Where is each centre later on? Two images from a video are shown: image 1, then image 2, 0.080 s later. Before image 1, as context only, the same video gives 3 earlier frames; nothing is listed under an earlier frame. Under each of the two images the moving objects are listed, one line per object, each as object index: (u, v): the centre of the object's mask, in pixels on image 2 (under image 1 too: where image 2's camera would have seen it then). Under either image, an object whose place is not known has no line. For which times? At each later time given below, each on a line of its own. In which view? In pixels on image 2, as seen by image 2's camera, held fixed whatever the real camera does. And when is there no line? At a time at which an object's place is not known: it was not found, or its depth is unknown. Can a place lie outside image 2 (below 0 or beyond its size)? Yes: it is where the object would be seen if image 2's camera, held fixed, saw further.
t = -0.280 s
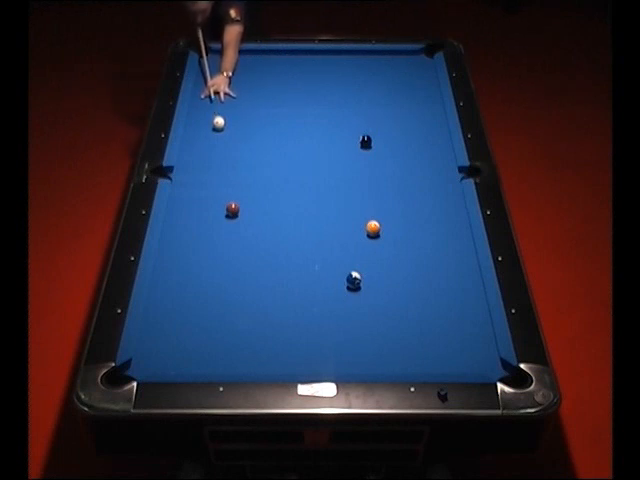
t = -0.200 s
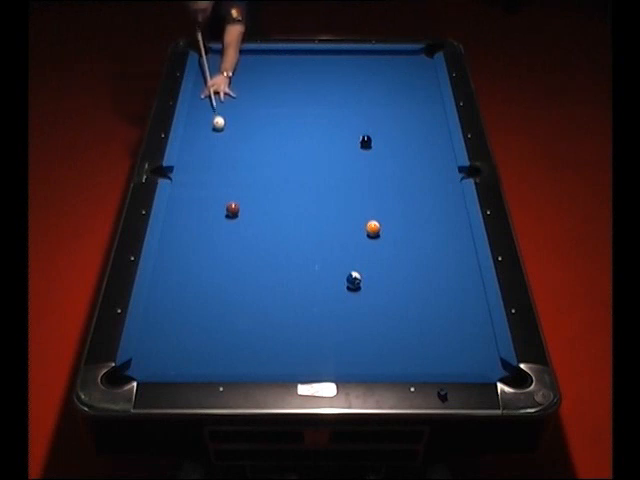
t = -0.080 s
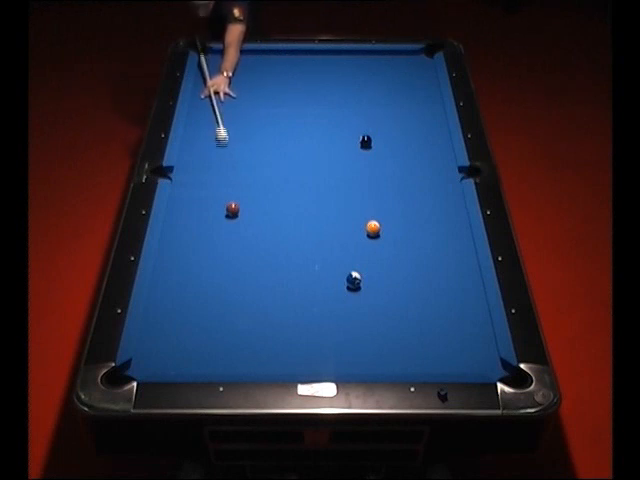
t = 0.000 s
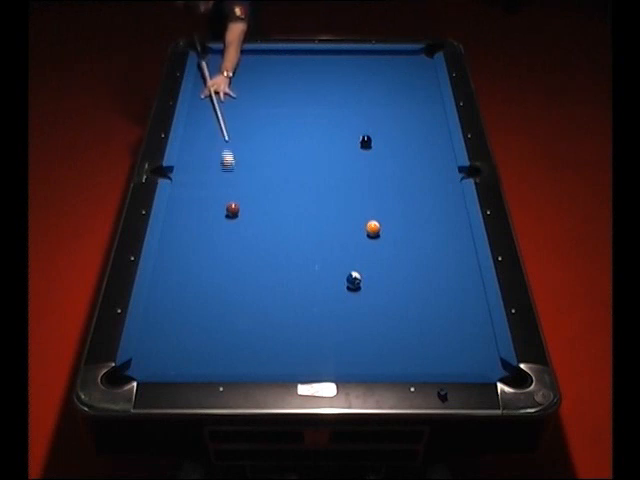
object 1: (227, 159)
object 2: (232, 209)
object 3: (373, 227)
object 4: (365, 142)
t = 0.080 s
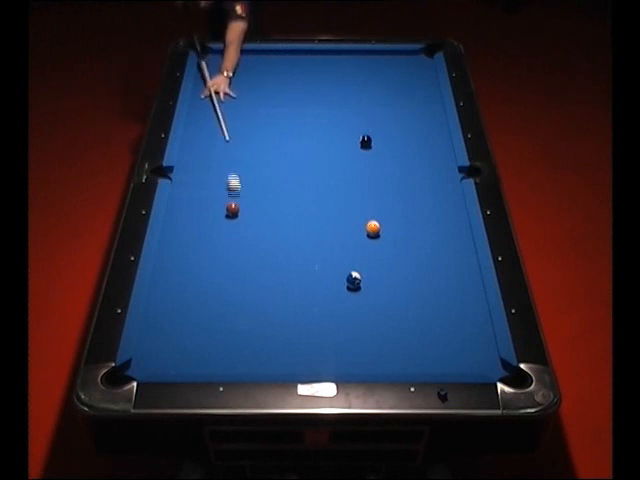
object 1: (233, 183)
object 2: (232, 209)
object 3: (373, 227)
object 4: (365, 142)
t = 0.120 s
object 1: (237, 195)
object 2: (232, 209)
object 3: (373, 227)
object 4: (365, 142)
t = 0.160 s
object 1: (244, 203)
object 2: (228, 214)
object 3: (373, 227)
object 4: (365, 142)
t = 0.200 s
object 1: (254, 205)
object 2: (220, 224)
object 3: (373, 227)
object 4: (365, 142)
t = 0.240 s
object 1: (263, 207)
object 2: (213, 233)
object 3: (373, 227)
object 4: (365, 142)
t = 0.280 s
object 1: (273, 209)
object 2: (205, 243)
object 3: (373, 228)
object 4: (365, 142)
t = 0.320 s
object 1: (281, 211)
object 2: (198, 253)
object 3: (373, 228)
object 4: (365, 142)
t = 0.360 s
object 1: (289, 212)
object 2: (191, 262)
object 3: (373, 227)
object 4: (365, 142)
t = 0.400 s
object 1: (296, 213)
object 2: (184, 270)
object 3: (373, 227)
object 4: (365, 142)
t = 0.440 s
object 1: (304, 213)
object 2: (177, 279)
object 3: (373, 228)
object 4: (365, 142)
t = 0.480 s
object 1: (311, 214)
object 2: (169, 287)
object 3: (373, 228)
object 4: (365, 142)
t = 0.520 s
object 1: (318, 215)
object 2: (163, 296)
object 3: (373, 228)
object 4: (365, 142)
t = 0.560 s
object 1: (325, 215)
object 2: (155, 307)
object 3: (373, 228)
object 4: (365, 142)
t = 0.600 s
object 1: (332, 216)
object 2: (150, 316)
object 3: (373, 228)
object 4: (365, 142)
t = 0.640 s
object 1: (339, 217)
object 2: (151, 324)
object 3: (373, 228)
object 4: (365, 142)
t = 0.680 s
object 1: (346, 218)
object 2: (153, 332)
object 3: (373, 228)
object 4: (365, 142)
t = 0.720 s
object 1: (353, 219)
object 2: (154, 342)
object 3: (373, 228)
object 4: (365, 142)
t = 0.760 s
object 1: (360, 219)
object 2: (156, 349)
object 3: (373, 228)
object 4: (365, 142)
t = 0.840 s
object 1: (373, 217)
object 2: (159, 365)
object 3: (374, 229)
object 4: (365, 142)
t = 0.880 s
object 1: (380, 217)
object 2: (163, 363)
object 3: (374, 231)
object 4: (365, 142)
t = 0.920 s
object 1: (385, 218)
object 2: (167, 358)
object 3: (375, 232)
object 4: (365, 142)
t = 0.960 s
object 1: (391, 218)
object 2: (172, 353)
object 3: (376, 234)
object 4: (365, 142)
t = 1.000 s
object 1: (397, 217)
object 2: (176, 349)
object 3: (377, 235)
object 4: (365, 142)
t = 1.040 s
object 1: (403, 216)
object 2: (179, 344)
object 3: (377, 236)
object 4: (365, 142)
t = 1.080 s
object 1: (409, 216)
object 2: (183, 339)
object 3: (378, 238)
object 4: (365, 142)
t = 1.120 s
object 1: (414, 215)
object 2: (187, 335)
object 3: (378, 239)
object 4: (365, 142)
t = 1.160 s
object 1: (420, 214)
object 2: (191, 331)
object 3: (379, 240)
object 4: (365, 142)
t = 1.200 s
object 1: (426, 214)
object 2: (194, 327)
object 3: (380, 241)
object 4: (365, 142)
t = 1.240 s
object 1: (431, 213)
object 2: (198, 323)
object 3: (380, 242)
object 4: (365, 142)
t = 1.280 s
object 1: (437, 212)
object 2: (202, 320)
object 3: (381, 243)
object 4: (365, 142)
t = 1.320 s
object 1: (443, 212)
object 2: (206, 315)
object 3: (382, 244)
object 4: (365, 142)
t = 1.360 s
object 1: (448, 212)
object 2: (209, 311)
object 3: (383, 246)
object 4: (365, 142)
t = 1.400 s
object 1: (454, 211)
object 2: (213, 307)
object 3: (383, 247)
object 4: (365, 142)
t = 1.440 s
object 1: (459, 210)
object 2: (216, 303)
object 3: (383, 248)
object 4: (365, 142)
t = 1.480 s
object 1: (457, 209)
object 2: (219, 300)
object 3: (384, 250)
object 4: (365, 142)
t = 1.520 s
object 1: (453, 207)
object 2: (223, 297)
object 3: (385, 251)
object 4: (365, 142)
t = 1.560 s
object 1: (450, 206)
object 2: (226, 293)
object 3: (385, 252)
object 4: (365, 142)
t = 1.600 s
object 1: (447, 204)
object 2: (229, 290)
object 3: (386, 253)
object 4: (365, 142)
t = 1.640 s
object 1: (445, 203)
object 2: (233, 285)
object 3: (386, 254)
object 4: (365, 142)
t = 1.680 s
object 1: (442, 201)
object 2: (236, 282)
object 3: (387, 255)
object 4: (365, 142)
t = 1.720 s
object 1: (439, 200)
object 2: (238, 279)
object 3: (388, 256)
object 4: (365, 142)
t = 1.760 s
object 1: (436, 199)
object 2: (241, 276)
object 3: (388, 257)
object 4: (365, 142)
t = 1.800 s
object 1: (433, 197)
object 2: (244, 273)
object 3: (389, 258)
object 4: (365, 142)
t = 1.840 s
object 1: (431, 196)
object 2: (247, 270)
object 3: (389, 259)
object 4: (365, 142)
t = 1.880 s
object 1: (428, 195)
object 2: (250, 266)
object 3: (390, 260)
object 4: (365, 142)
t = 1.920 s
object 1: (425, 194)
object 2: (253, 263)
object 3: (390, 261)
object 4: (365, 142)
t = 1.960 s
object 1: (423, 192)
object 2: (256, 260)
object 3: (391, 262)
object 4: (365, 142)
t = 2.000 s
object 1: (420, 191)
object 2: (259, 258)
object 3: (391, 263)
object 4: (365, 142)
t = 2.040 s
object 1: (418, 190)
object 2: (261, 255)
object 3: (392, 264)
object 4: (365, 142)
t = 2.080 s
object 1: (415, 189)
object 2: (264, 252)
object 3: (392, 265)
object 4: (365, 142)
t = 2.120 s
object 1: (413, 188)
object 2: (267, 249)
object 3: (393, 265)
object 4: (365, 142)
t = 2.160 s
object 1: (410, 186)
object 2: (269, 246)
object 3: (393, 265)
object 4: (365, 142)
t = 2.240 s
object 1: (405, 184)
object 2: (275, 240)
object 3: (394, 267)
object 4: (365, 142)
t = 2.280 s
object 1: (403, 183)
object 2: (277, 238)
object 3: (394, 268)
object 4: (365, 142)
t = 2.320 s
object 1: (401, 182)
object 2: (279, 235)
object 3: (395, 269)
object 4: (365, 142)
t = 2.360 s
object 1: (399, 181)
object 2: (282, 233)
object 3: (395, 270)
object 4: (365, 142)
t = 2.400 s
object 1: (396, 180)
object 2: (284, 230)
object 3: (396, 270)
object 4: (365, 142)
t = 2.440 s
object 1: (394, 179)
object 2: (287, 228)
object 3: (396, 271)
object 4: (365, 142)
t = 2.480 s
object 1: (392, 178)
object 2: (289, 225)
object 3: (396, 272)
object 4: (365, 142)
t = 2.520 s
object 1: (390, 177)
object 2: (292, 222)
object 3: (396, 273)
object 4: (365, 142)
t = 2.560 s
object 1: (387, 176)
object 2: (294, 220)
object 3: (397, 274)
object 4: (365, 142)
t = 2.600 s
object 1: (385, 175)
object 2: (296, 218)
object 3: (397, 274)
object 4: (365, 142)
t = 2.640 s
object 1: (383, 174)
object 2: (298, 216)
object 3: (397, 275)
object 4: (365, 142)
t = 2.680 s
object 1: (381, 173)
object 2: (300, 213)
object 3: (398, 276)
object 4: (365, 142)
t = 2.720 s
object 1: (379, 172)
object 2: (302, 211)
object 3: (398, 276)
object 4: (365, 142)
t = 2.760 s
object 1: (377, 171)
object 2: (304, 209)
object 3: (398, 277)
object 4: (365, 142)
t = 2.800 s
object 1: (375, 170)
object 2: (306, 207)
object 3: (398, 277)
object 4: (365, 142)
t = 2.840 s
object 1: (374, 169)
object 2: (308, 205)
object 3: (398, 278)
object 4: (365, 142)
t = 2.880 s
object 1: (371, 168)
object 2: (311, 202)
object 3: (399, 279)
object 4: (365, 142)
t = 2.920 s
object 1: (369, 168)
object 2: (313, 200)
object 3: (399, 279)
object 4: (365, 142)
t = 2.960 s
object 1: (367, 167)
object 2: (315, 198)
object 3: (399, 279)
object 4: (365, 142)
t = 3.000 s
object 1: (366, 166)
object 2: (316, 196)
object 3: (399, 280)
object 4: (365, 142)
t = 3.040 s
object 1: (364, 165)
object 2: (318, 194)
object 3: (399, 280)
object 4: (365, 142)
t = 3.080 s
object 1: (362, 164)
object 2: (320, 192)
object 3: (400, 281)
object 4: (365, 142)
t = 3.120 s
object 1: (360, 163)
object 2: (322, 190)
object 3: (400, 281)
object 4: (365, 142)
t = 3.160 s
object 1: (359, 162)
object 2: (324, 188)
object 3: (400, 281)
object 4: (365, 142)
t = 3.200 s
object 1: (357, 162)
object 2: (326, 186)
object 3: (400, 282)
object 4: (365, 142)
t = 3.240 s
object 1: (355, 161)
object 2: (328, 184)
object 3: (400, 282)
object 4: (365, 142)
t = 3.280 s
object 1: (353, 160)
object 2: (329, 182)
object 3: (400, 282)
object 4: (365, 142)
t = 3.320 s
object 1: (352, 159)
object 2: (331, 180)
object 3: (400, 283)
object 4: (365, 142)
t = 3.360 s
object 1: (350, 159)
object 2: (333, 178)
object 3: (400, 283)
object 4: (365, 142)
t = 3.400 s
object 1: (349, 158)
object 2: (335, 177)
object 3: (400, 283)
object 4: (365, 142)
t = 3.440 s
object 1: (347, 157)
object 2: (336, 175)
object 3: (400, 283)
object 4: (365, 142)
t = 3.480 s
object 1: (345, 156)
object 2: (338, 174)
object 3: (401, 284)
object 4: (365, 142)
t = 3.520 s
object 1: (344, 155)
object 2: (340, 171)
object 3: (401, 284)
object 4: (365, 142)
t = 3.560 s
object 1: (342, 154)
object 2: (341, 170)
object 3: (401, 284)
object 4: (365, 142)
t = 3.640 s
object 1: (339, 153)
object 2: (345, 166)
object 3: (400, 284)
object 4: (365, 142)
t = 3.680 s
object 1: (338, 153)
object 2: (346, 165)
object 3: (400, 284)
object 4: (365, 142)
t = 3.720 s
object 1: (337, 152)
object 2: (347, 163)
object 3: (401, 285)
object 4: (365, 142)
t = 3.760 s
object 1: (335, 152)
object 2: (349, 162)
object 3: (401, 285)
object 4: (365, 142)
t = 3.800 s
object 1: (334, 151)
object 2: (351, 160)
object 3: (401, 285)
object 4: (365, 142)
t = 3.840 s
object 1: (332, 150)
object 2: (352, 159)
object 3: (401, 285)
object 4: (365, 142)
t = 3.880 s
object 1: (331, 150)
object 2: (353, 158)
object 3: (401, 285)
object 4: (365, 142)
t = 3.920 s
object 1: (329, 149)
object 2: (355, 156)
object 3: (401, 285)
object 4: (365, 142)
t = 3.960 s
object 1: (329, 149)
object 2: (356, 154)
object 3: (401, 285)
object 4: (365, 142)
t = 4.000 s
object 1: (327, 148)
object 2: (358, 153)
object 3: (401, 285)
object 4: (366, 141)
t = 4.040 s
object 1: (326, 148)
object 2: (359, 151)
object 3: (401, 285)
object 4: (366, 141)
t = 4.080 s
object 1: (325, 147)
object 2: (361, 150)
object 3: (401, 285)
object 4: (366, 141)
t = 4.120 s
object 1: (323, 147)
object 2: (362, 149)
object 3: (401, 285)
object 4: (366, 140)
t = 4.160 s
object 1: (322, 146)
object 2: (363, 147)
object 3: (401, 285)
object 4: (366, 139)
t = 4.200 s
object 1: (321, 146)
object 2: (363, 147)
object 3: (401, 285)
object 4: (367, 138)
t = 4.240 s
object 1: (320, 145)
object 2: (364, 147)
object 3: (401, 285)
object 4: (367, 138)
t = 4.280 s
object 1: (319, 145)
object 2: (365, 146)
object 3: (401, 285)
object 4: (367, 137)
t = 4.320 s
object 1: (318, 144)
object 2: (366, 146)
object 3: (401, 285)
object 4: (368, 136)
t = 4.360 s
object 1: (317, 144)
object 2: (366, 146)
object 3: (401, 285)
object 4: (368, 135)
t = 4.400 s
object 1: (316, 143)
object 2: (367, 146)
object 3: (401, 285)
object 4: (369, 135)
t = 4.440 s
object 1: (315, 143)
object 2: (368, 145)
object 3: (401, 285)
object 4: (369, 134)
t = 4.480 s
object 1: (314, 142)
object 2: (368, 145)
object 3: (401, 285)
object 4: (369, 134)
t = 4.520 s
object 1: (313, 142)
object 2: (369, 145)
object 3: (401, 285)
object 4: (370, 133)
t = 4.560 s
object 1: (312, 141)
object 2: (369, 145)
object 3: (401, 285)
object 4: (370, 132)
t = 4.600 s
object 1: (311, 141)
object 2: (370, 145)
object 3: (401, 285)
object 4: (370, 132)
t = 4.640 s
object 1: (310, 141)
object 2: (370, 145)
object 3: (401, 285)
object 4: (371, 132)
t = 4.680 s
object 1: (309, 140)
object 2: (371, 145)
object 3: (401, 285)
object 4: (371, 131)
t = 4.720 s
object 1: (308, 140)
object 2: (371, 145)
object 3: (401, 285)
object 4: (371, 130)
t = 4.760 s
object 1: (307, 140)
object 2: (371, 144)
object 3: (401, 285)
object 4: (372, 130)
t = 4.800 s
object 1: (307, 139)
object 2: (371, 144)
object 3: (401, 285)
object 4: (372, 129)
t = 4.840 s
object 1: (306, 139)
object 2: (372, 144)
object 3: (401, 285)
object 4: (372, 129)
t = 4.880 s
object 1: (305, 139)
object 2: (372, 144)
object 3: (401, 285)
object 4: (373, 128)
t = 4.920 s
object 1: (304, 138)
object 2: (372, 144)
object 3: (401, 285)
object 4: (373, 127)
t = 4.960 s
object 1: (303, 138)
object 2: (373, 144)
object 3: (401, 285)
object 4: (373, 127)
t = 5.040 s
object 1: (302, 137)
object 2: (373, 144)
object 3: (401, 285)
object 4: (374, 126)
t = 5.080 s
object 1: (301, 137)
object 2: (373, 144)
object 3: (401, 285)
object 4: (374, 125)
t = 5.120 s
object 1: (300, 137)
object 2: (374, 144)
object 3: (401, 285)
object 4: (374, 125)
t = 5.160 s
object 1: (300, 136)
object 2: (374, 144)
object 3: (401, 285)
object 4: (374, 124)
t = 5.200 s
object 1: (299, 136)
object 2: (374, 144)
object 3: (401, 285)
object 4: (375, 124)
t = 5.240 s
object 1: (299, 136)
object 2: (374, 144)
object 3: (401, 285)
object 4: (375, 123)
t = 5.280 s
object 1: (298, 136)
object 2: (374, 144)
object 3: (401, 285)
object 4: (375, 123)
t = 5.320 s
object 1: (297, 135)
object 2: (374, 144)
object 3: (401, 285)
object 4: (376, 122)
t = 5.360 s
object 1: (297, 135)
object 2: (374, 144)
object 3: (401, 285)
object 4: (376, 122)
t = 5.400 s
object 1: (296, 135)
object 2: (374, 144)
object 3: (401, 285)
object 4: (376, 121)
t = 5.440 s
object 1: (296, 135)
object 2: (374, 144)
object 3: (401, 285)
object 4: (376, 121)
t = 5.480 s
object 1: (295, 134)
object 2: (374, 144)
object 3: (401, 285)
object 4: (376, 120)
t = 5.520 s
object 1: (295, 134)
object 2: (374, 144)
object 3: (401, 285)
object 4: (377, 120)
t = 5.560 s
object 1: (295, 134)
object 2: (374, 144)
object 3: (401, 285)
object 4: (377, 119)
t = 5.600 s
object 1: (294, 134)
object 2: (374, 144)
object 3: (401, 285)
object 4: (377, 119)
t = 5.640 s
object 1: (294, 134)
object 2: (374, 144)
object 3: (401, 285)
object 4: (377, 119)
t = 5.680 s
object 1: (294, 134)
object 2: (374, 144)
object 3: (401, 285)
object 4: (377, 119)
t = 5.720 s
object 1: (293, 134)
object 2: (374, 144)
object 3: (401, 285)
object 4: (378, 118)
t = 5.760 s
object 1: (293, 133)
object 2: (374, 144)
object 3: (401, 285)
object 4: (378, 118)
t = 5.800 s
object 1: (292, 133)
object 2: (374, 144)
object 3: (401, 285)
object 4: (378, 118)
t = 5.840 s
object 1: (292, 133)
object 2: (374, 144)
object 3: (401, 285)
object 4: (378, 117)
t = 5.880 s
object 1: (292, 133)
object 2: (374, 144)
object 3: (401, 285)
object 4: (378, 117)
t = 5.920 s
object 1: (291, 133)
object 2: (374, 144)
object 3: (401, 285)
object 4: (378, 117)
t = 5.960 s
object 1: (291, 133)
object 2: (374, 144)
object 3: (401, 285)
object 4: (379, 117)
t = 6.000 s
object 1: (291, 132)
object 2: (374, 144)
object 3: (401, 285)
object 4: (379, 116)
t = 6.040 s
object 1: (291, 132)
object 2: (374, 144)
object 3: (401, 285)
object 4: (379, 116)
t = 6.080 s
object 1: (291, 132)
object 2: (374, 144)
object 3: (401, 285)
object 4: (379, 116)
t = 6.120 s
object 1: (291, 132)
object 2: (374, 144)
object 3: (401, 285)
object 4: (379, 116)
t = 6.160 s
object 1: (291, 132)
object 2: (374, 144)
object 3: (401, 285)
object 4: (379, 115)
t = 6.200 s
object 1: (290, 132)
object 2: (374, 144)
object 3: (401, 285)
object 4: (379, 115)
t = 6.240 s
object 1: (290, 132)
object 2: (374, 144)
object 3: (401, 285)
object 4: (379, 115)
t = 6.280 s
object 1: (290, 132)
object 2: (374, 144)
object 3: (401, 285)
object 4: (379, 115)
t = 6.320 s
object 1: (290, 132)
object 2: (374, 144)
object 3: (401, 285)
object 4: (379, 114)
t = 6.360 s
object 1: (290, 132)
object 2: (374, 144)
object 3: (401, 285)
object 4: (380, 115)
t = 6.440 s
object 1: (290, 132)
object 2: (374, 145)
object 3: (401, 285)
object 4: (380, 114)
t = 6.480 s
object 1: (290, 132)
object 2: (374, 144)
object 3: (401, 285)
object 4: (380, 114)
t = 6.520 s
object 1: (290, 132)
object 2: (374, 144)
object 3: (401, 285)
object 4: (380, 114)
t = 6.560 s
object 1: (290, 132)
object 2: (374, 145)
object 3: (401, 285)
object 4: (380, 113)
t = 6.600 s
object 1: (290, 132)
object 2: (374, 144)
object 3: (401, 285)
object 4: (380, 113)
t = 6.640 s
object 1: (290, 132)
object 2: (374, 144)
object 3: (401, 285)
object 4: (380, 114)
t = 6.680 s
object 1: (290, 132)
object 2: (374, 144)
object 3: (401, 285)
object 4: (380, 113)
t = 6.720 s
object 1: (290, 132)
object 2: (374, 144)
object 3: (401, 285)
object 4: (380, 113)
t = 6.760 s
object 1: (290, 132)
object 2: (374, 144)
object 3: (401, 285)
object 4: (380, 113)
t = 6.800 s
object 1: (290, 132)
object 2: (374, 144)
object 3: (401, 285)
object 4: (380, 113)
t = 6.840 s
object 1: (290, 132)
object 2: (374, 145)
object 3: (401, 285)
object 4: (380, 113)
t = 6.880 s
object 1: (290, 132)
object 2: (374, 144)
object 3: (401, 285)
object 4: (380, 113)
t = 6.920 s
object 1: (290, 132)
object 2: (374, 144)
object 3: (401, 285)
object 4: (380, 113)
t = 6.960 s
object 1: (290, 132)
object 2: (374, 144)
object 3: (401, 285)
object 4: (380, 113)
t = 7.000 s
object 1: (290, 132)
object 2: (374, 144)
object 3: (401, 285)
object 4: (380, 113)
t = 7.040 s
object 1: (290, 132)
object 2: (374, 144)
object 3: (401, 285)
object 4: (380, 113)
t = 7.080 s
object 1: (290, 132)
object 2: (374, 144)
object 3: (401, 285)
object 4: (380, 113)
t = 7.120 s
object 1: (290, 132)
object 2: (374, 145)
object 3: (401, 285)
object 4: (380, 113)
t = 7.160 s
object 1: (290, 132)
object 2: (374, 144)
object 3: (401, 285)
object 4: (380, 113)
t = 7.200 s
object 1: (290, 132)
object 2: (374, 145)
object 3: (401, 285)
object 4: (380, 113)
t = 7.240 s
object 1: (290, 132)
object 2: (374, 145)
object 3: (401, 285)
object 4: (380, 113)
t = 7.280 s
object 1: (290, 132)
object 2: (374, 144)
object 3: (401, 285)
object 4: (380, 113)
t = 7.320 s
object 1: (290, 132)
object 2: (374, 145)
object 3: (401, 285)
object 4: (380, 113)
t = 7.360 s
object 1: (290, 132)
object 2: (374, 145)
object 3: (401, 285)
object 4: (380, 113)
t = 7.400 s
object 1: (290, 132)
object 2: (374, 145)
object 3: (401, 285)
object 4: (380, 113)
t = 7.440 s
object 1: (290, 132)
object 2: (374, 145)
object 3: (401, 285)
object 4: (380, 113)
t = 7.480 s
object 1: (290, 132)
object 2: (374, 145)
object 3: (401, 285)
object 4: (380, 113)
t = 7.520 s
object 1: (290, 132)
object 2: (374, 145)
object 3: (401, 285)
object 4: (380, 113)
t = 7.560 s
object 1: (290, 132)
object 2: (374, 144)
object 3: (401, 285)
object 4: (380, 113)
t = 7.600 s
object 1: (290, 132)
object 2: (374, 144)
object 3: (401, 285)
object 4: (380, 113)
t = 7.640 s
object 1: (290, 132)
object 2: (374, 145)
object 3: (401, 285)
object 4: (380, 113)
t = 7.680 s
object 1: (290, 132)
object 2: (374, 145)
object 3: (401, 285)
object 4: (380, 113)
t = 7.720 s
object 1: (290, 132)
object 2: (374, 145)
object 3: (401, 285)
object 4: (380, 113)
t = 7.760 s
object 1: (290, 132)
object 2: (374, 144)
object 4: (380, 113)
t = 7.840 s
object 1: (290, 132)
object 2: (374, 144)
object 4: (380, 113)
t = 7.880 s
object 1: (290, 132)
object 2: (374, 145)
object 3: (402, 282)
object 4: (380, 113)
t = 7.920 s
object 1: (290, 132)
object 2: (374, 145)
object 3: (401, 284)
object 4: (380, 113)
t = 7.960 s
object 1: (290, 132)
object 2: (374, 144)
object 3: (401, 285)
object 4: (380, 113)
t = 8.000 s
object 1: (290, 132)
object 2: (374, 144)
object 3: (401, 285)
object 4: (380, 113)
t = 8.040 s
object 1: (290, 132)
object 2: (374, 144)
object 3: (401, 285)
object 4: (380, 113)
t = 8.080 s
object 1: (290, 132)
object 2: (374, 145)
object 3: (401, 285)
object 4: (380, 113)
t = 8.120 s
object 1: (290, 132)
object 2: (374, 145)
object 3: (401, 285)
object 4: (380, 113)
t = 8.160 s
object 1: (290, 132)
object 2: (374, 144)
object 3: (401, 285)
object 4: (380, 113)
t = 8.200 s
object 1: (290, 132)
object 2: (374, 144)
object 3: (401, 285)
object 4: (380, 113)
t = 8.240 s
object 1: (290, 132)
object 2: (374, 144)
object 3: (401, 285)
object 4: (380, 113)
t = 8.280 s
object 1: (290, 132)
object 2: (374, 144)
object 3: (401, 285)
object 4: (380, 113)
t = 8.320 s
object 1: (290, 132)
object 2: (374, 144)
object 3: (401, 285)
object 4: (380, 113)
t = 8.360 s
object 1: (290, 132)
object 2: (374, 144)
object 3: (401, 285)
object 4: (380, 113)
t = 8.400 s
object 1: (290, 132)
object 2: (374, 144)
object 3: (401, 285)
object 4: (379, 113)
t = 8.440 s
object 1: (290, 132)
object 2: (374, 144)
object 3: (401, 285)
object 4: (379, 113)
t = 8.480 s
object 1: (290, 132)
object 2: (374, 144)
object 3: (401, 285)
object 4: (379, 113)
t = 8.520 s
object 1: (290, 132)
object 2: (374, 144)
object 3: (401, 285)
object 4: (379, 113)
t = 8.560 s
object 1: (290, 132)
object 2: (374, 144)
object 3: (401, 285)
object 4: (379, 113)
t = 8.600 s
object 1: (290, 132)
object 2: (374, 144)
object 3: (401, 285)
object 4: (379, 113)
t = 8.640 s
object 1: (290, 132)
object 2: (374, 144)
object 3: (401, 285)
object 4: (379, 113)
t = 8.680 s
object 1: (290, 132)
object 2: (374, 144)
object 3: (401, 285)
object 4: (379, 113)
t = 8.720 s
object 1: (290, 132)
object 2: (374, 144)
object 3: (401, 285)
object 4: (379, 113)
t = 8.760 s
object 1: (290, 132)
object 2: (374, 144)
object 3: (401, 285)
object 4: (379, 113)
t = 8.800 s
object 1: (290, 132)
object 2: (374, 144)
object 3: (401, 285)
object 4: (379, 113)
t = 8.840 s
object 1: (290, 132)
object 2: (374, 144)
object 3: (401, 285)
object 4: (379, 113)
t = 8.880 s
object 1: (290, 132)
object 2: (374, 144)
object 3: (401, 285)
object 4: (379, 113)
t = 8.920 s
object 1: (290, 132)
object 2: (374, 144)
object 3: (401, 285)
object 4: (379, 113)
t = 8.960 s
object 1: (290, 132)
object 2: (374, 144)
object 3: (401, 285)
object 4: (379, 113)
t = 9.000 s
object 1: (290, 132)
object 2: (374, 144)
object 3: (401, 285)
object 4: (379, 113)
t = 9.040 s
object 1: (290, 132)
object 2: (374, 144)
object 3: (401, 285)
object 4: (379, 113)
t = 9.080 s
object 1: (290, 132)
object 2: (374, 144)
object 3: (401, 285)
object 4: (379, 113)
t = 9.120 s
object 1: (290, 132)
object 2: (374, 144)
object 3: (401, 285)
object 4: (379, 113)
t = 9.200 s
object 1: (290, 132)
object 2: (374, 144)
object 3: (401, 285)
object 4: (379, 113)
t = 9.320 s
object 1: (290, 132)
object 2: (374, 144)
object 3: (401, 285)
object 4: (379, 113)
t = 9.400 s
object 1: (290, 132)
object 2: (374, 145)
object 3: (401, 285)
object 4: (379, 113)
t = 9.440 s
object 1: (290, 132)
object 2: (374, 144)
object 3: (401, 285)
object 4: (379, 113)
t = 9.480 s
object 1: (290, 132)
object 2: (374, 144)
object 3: (401, 285)
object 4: (379, 113)
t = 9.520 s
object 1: (290, 132)
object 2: (374, 144)
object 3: (401, 285)
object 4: (379, 113)
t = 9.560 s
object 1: (290, 132)
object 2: (374, 144)
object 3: (401, 285)
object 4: (379, 113)
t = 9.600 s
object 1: (290, 132)
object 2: (374, 144)
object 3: (401, 285)
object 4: (379, 113)
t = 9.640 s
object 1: (290, 132)
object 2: (374, 144)
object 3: (401, 285)
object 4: (379, 113)
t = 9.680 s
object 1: (290, 132)
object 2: (374, 144)
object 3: (401, 285)
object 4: (379, 113)
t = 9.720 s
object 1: (290, 132)
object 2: (374, 145)
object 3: (401, 285)
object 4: (379, 113)
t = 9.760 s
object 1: (290, 132)
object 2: (374, 144)
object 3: (401, 285)
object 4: (379, 113)
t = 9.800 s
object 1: (290, 132)
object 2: (374, 145)
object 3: (401, 285)
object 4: (379, 113)
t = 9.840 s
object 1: (290, 132)
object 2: (374, 144)
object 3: (401, 285)
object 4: (379, 113)
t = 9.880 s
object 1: (290, 132)
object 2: (374, 144)
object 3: (401, 285)
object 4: (379, 113)
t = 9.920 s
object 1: (290, 132)
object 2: (374, 144)
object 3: (401, 285)
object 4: (379, 113)
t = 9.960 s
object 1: (290, 132)
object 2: (374, 145)
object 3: (401, 285)
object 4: (379, 113)
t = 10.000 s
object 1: (290, 132)
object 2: (374, 144)
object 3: (401, 285)
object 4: (379, 113)
